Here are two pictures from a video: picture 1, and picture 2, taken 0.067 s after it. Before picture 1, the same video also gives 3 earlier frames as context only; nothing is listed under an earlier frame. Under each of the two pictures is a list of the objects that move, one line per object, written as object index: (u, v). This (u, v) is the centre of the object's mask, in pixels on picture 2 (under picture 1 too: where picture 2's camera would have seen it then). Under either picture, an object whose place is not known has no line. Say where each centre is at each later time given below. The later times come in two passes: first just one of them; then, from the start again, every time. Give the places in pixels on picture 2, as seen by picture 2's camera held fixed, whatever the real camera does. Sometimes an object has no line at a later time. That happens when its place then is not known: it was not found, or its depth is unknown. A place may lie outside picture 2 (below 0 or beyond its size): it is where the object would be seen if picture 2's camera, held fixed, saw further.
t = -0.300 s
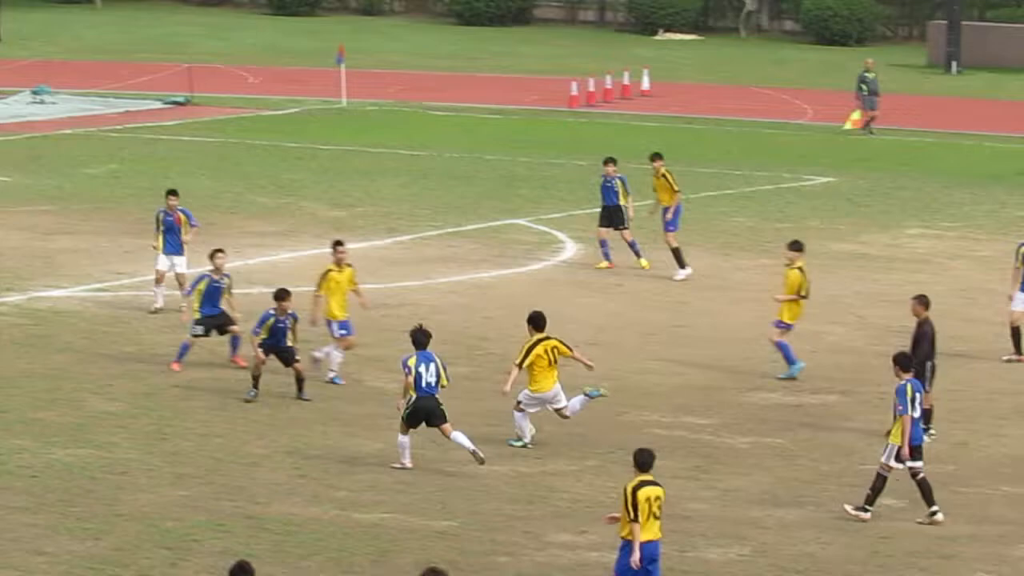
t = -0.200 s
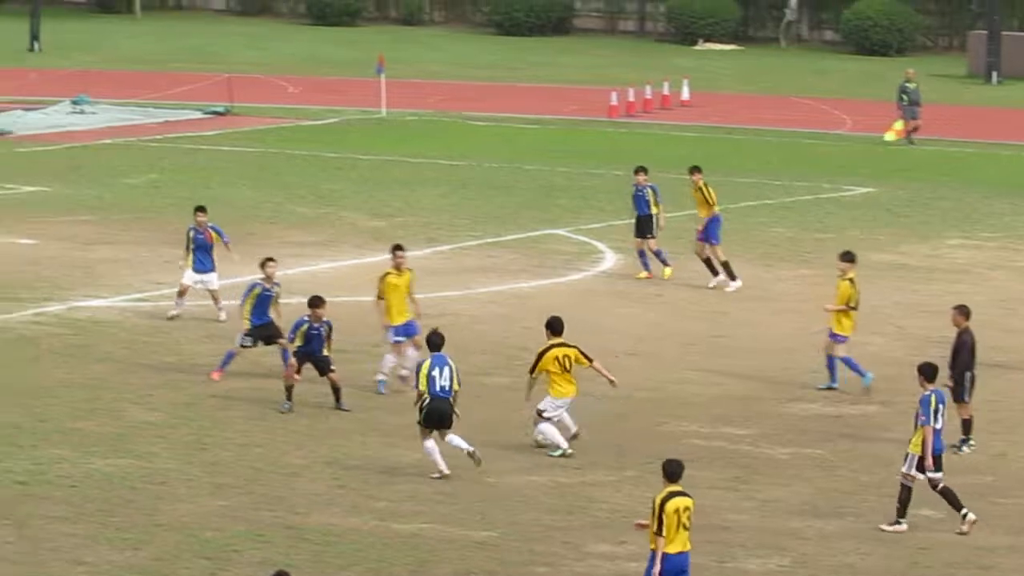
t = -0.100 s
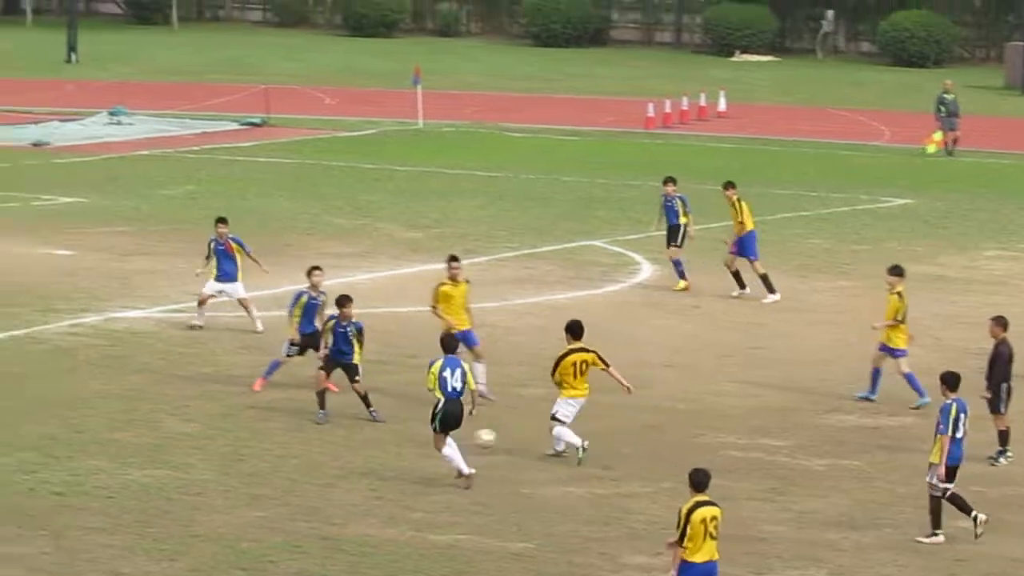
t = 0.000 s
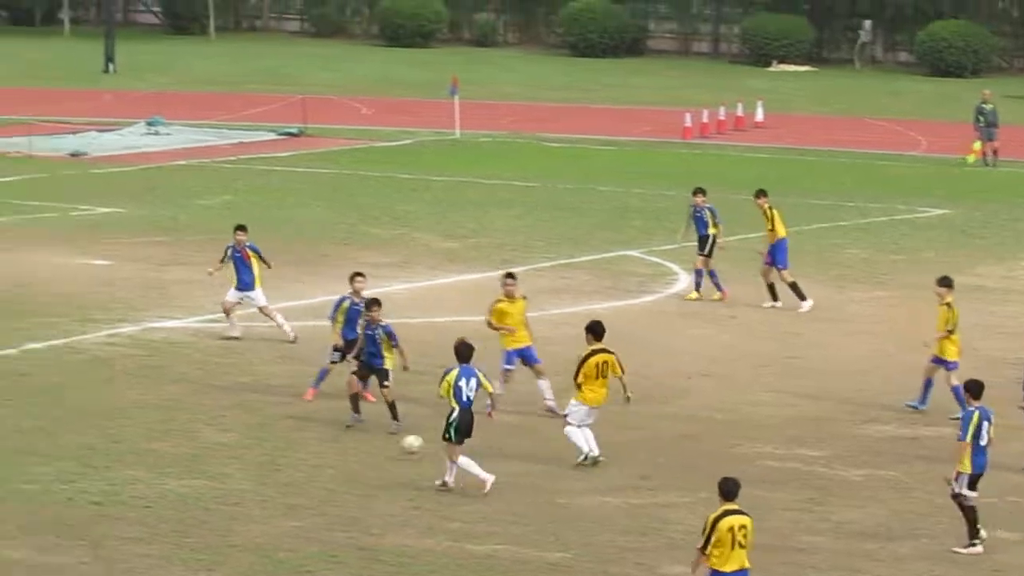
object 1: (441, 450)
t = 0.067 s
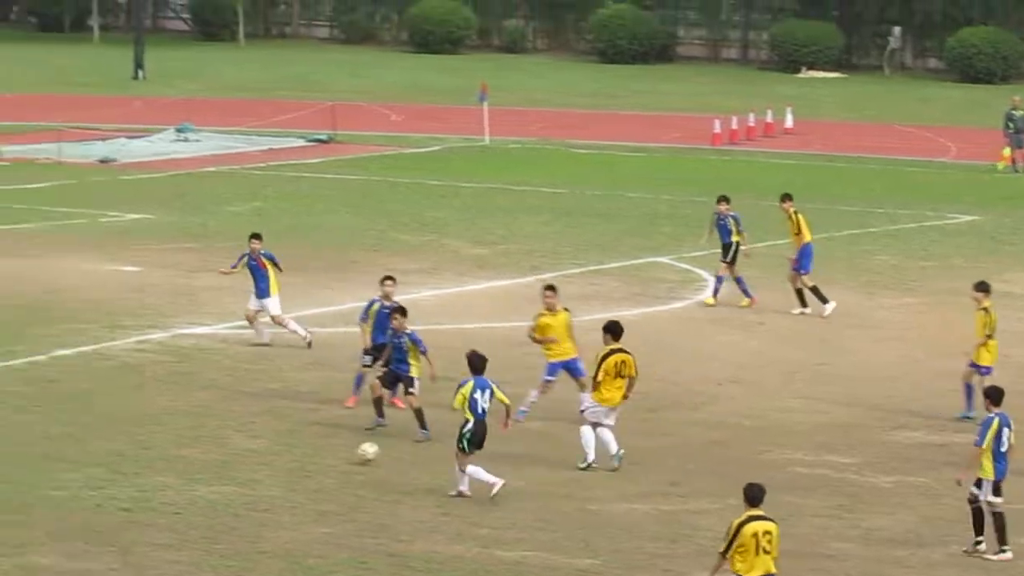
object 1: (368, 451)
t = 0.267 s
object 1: (184, 437)
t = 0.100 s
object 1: (332, 452)
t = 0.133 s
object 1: (301, 448)
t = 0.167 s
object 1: (271, 445)
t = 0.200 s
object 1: (242, 441)
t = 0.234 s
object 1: (213, 439)
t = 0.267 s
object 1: (184, 437)
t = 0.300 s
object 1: (155, 436)
